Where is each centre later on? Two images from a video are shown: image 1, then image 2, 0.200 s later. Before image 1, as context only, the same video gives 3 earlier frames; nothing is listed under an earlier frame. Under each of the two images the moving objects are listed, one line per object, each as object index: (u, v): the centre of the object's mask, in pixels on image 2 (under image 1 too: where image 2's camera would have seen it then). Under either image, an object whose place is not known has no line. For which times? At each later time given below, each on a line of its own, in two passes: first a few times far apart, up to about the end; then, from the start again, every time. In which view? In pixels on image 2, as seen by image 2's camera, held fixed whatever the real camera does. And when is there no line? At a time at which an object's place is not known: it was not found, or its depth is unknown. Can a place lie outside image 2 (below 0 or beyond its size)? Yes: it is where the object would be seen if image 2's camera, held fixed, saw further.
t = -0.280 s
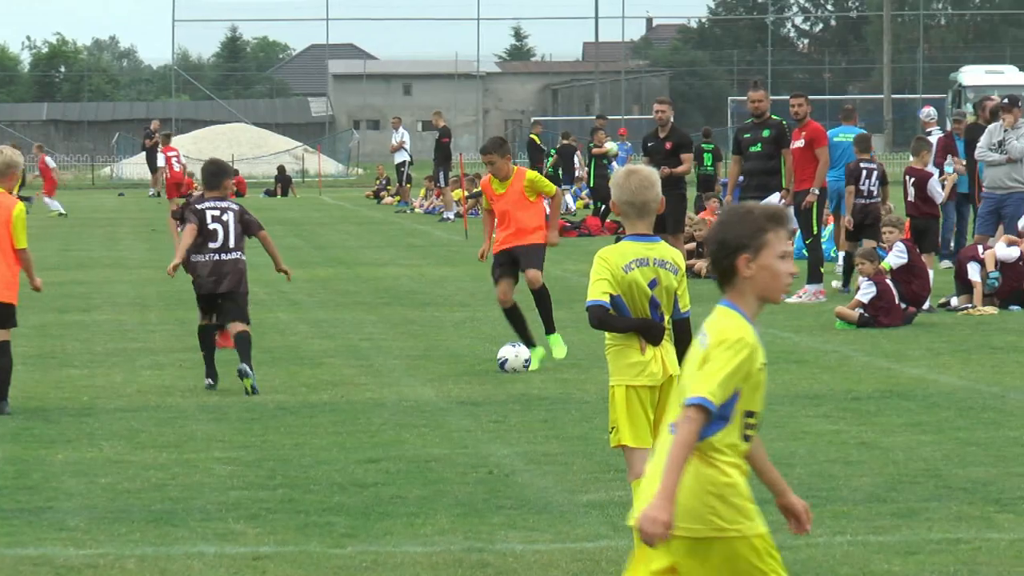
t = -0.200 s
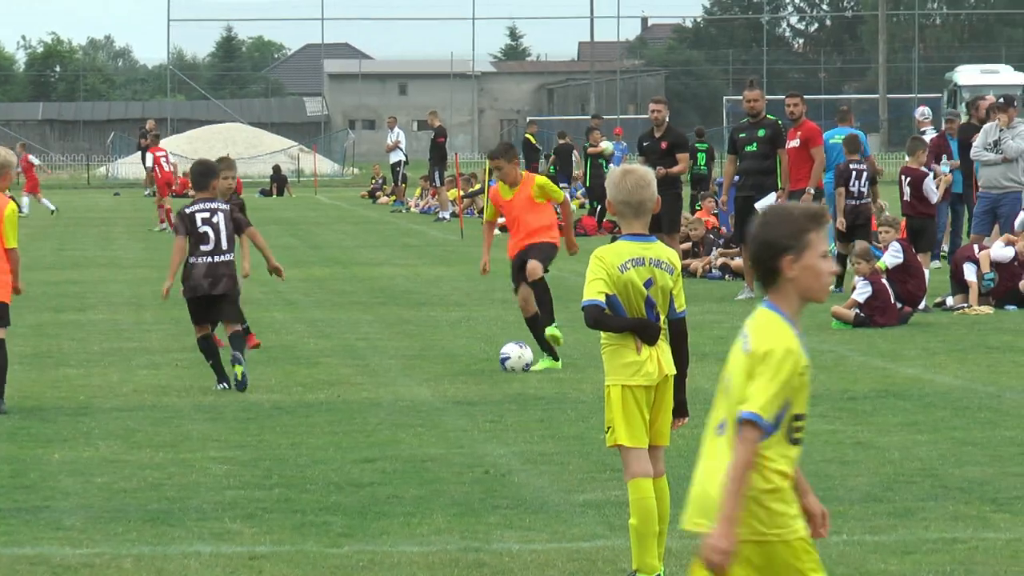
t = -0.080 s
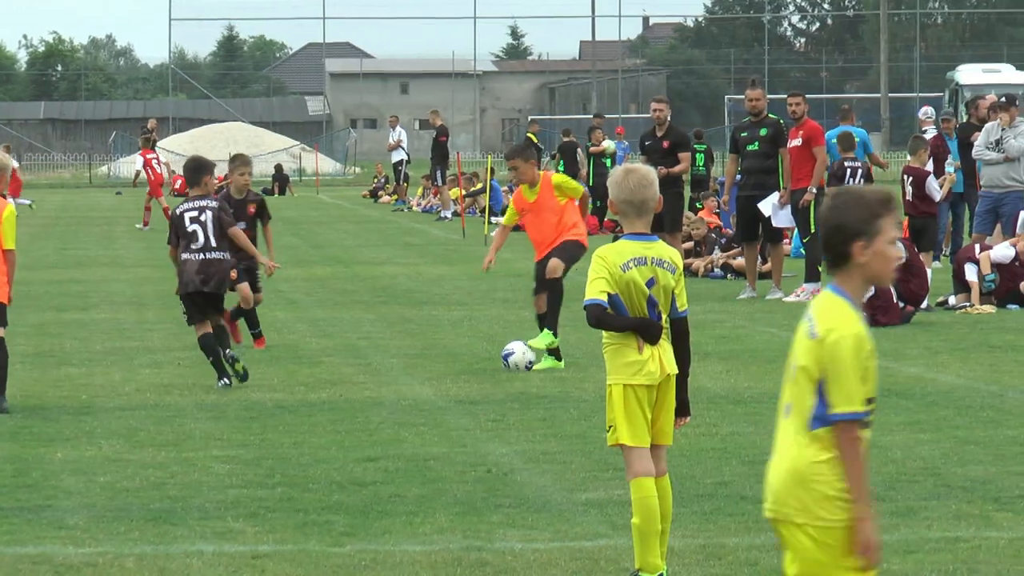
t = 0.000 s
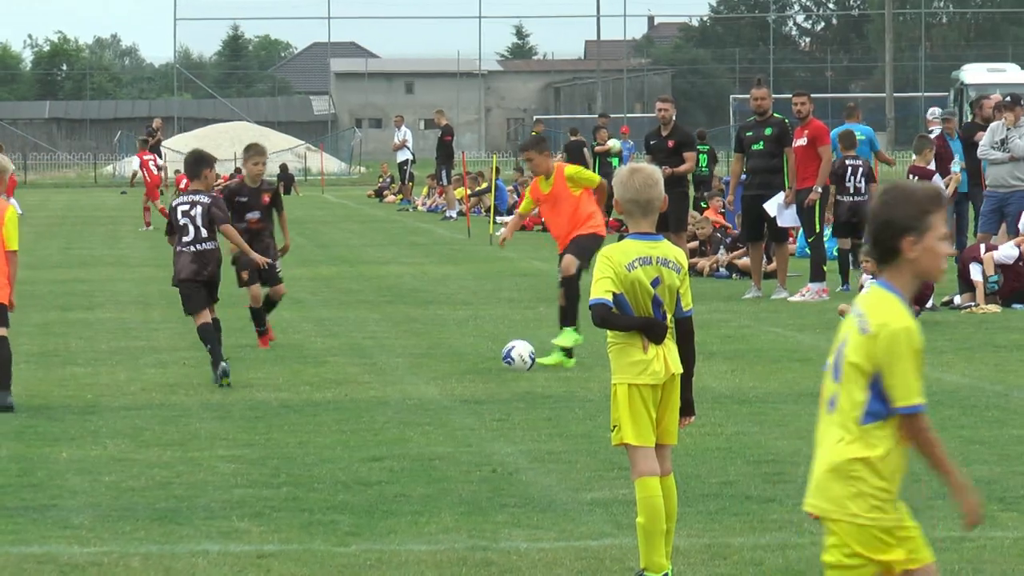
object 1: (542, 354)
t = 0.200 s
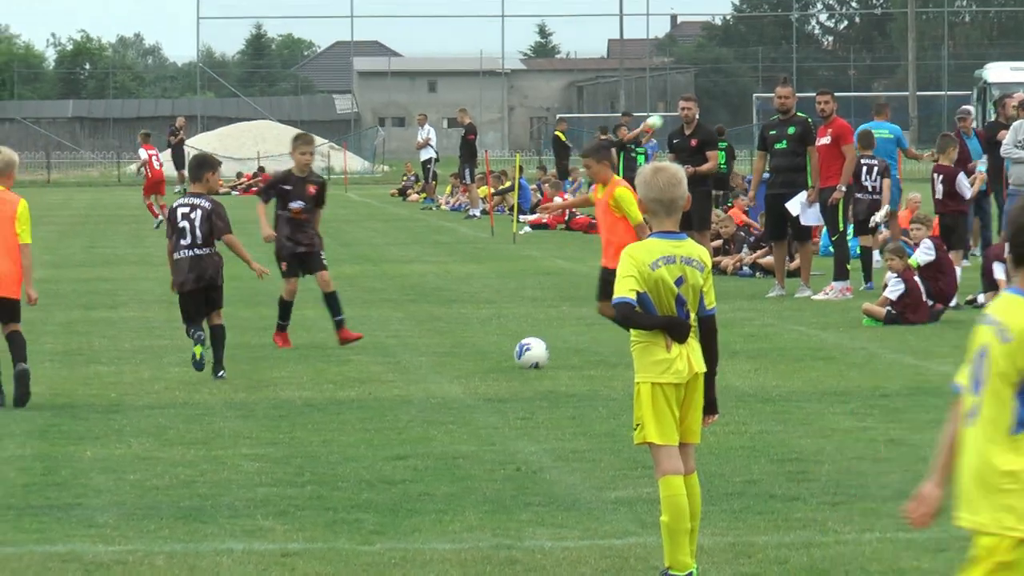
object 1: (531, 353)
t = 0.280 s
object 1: (529, 352)
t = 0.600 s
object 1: (521, 352)
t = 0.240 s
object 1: (530, 353)
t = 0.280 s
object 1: (529, 352)
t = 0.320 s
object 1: (527, 352)
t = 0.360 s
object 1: (526, 352)
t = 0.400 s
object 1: (525, 351)
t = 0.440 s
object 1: (524, 351)
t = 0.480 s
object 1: (524, 351)
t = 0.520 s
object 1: (523, 351)
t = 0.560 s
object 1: (522, 352)
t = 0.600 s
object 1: (521, 352)
